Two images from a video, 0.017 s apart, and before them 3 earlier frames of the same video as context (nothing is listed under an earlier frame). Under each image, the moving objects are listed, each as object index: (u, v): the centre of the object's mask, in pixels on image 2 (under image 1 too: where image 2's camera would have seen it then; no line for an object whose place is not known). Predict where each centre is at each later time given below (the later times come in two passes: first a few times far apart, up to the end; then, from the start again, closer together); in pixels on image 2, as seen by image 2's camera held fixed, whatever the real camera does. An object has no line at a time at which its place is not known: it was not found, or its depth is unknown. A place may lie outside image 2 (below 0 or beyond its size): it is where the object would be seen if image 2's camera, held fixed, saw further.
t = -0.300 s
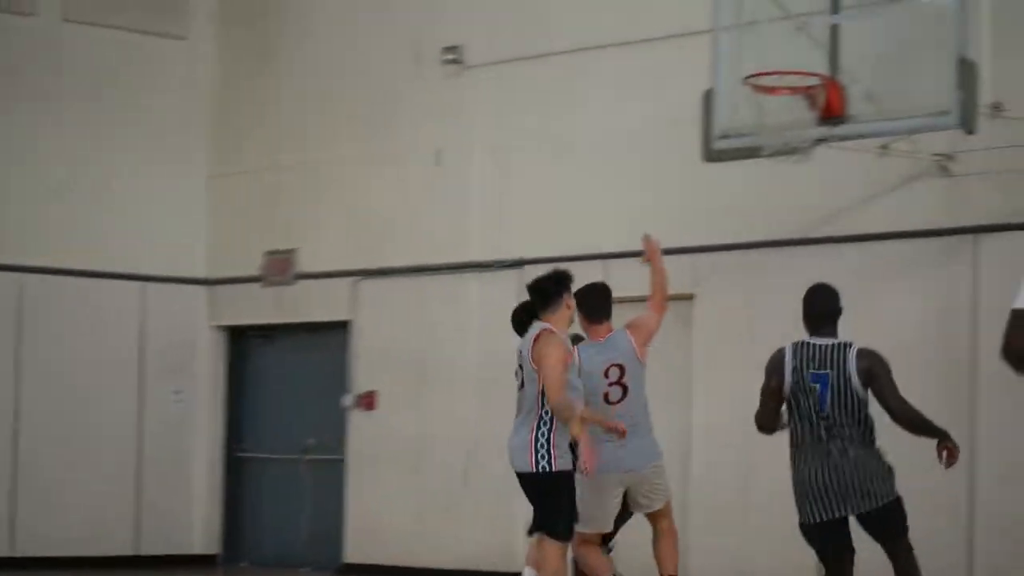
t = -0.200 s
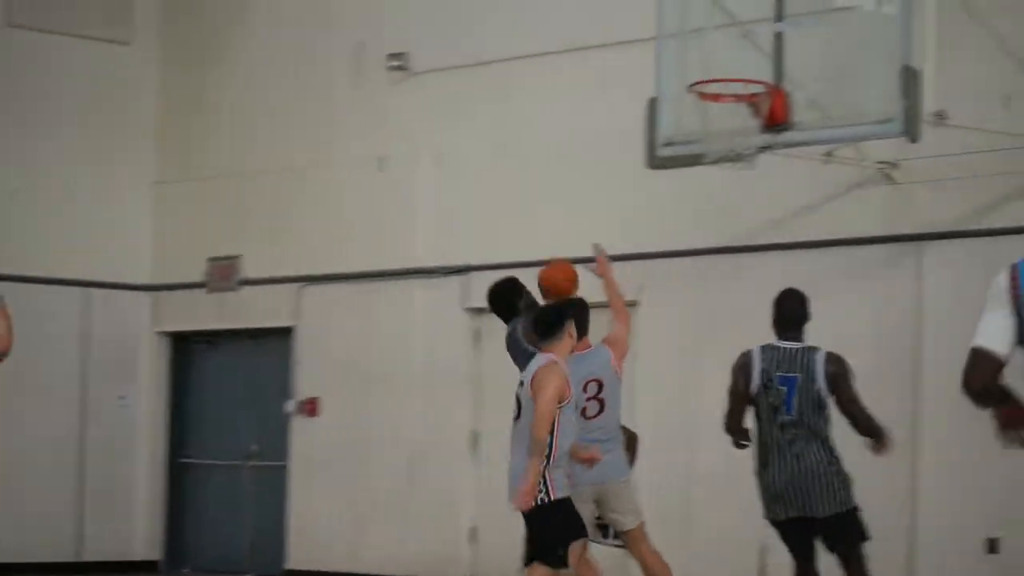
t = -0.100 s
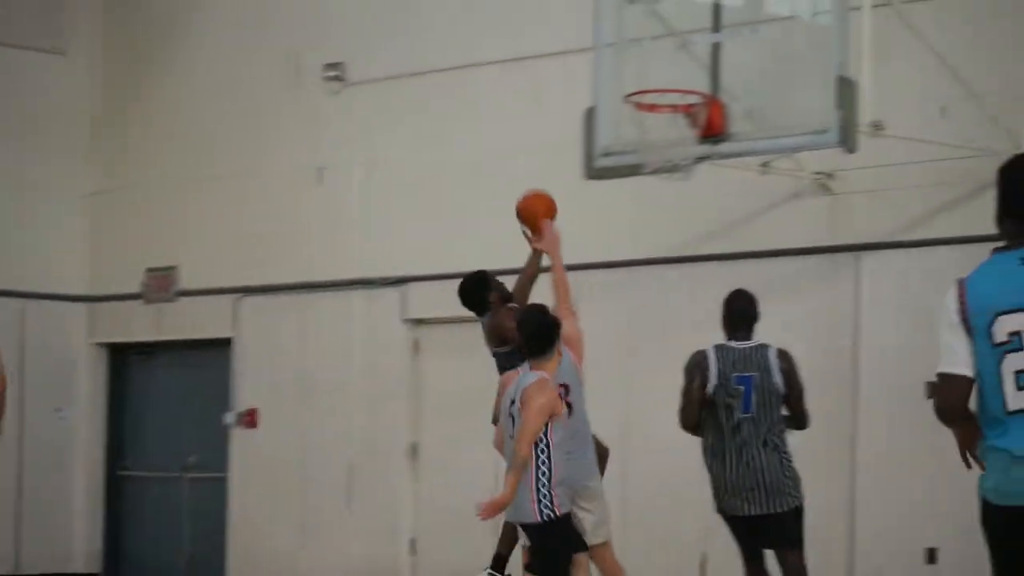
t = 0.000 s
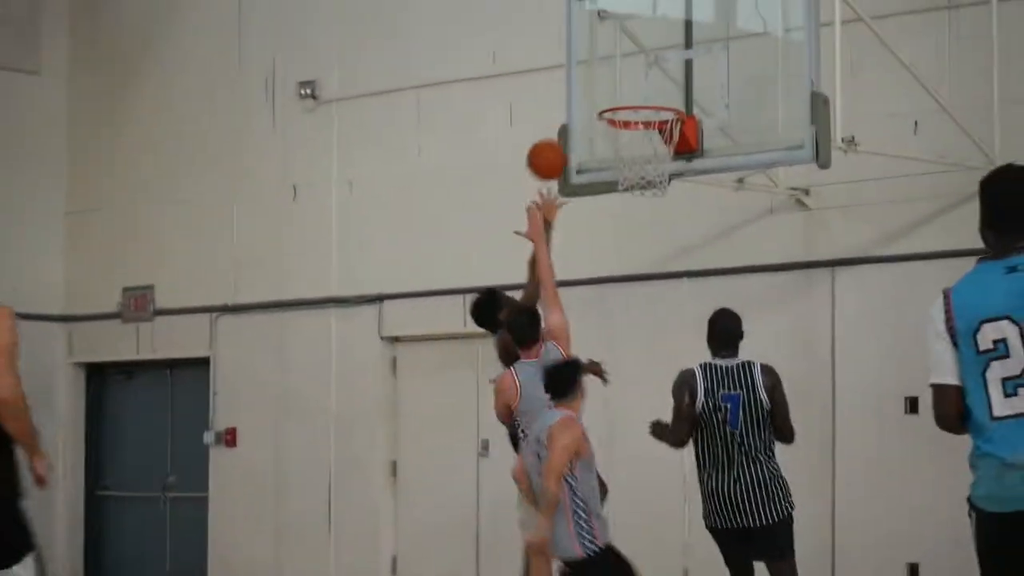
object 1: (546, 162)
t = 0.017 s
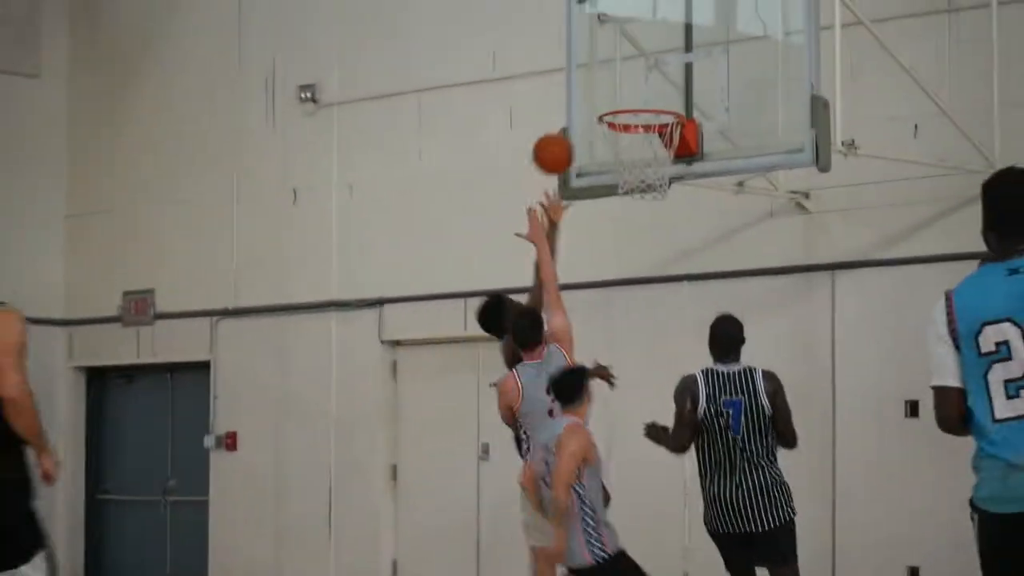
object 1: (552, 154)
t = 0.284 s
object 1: (643, 58)
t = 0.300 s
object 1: (649, 56)
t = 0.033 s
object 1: (558, 144)
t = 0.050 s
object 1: (564, 135)
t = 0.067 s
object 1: (570, 125)
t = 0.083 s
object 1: (576, 118)
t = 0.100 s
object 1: (581, 110)
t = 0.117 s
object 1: (587, 103)
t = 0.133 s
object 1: (593, 97)
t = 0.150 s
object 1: (598, 90)
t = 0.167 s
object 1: (603, 85)
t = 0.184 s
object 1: (609, 79)
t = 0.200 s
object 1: (615, 75)
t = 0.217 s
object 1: (620, 71)
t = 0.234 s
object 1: (626, 66)
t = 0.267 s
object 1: (638, 60)
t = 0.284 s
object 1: (643, 58)
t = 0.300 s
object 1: (649, 56)
